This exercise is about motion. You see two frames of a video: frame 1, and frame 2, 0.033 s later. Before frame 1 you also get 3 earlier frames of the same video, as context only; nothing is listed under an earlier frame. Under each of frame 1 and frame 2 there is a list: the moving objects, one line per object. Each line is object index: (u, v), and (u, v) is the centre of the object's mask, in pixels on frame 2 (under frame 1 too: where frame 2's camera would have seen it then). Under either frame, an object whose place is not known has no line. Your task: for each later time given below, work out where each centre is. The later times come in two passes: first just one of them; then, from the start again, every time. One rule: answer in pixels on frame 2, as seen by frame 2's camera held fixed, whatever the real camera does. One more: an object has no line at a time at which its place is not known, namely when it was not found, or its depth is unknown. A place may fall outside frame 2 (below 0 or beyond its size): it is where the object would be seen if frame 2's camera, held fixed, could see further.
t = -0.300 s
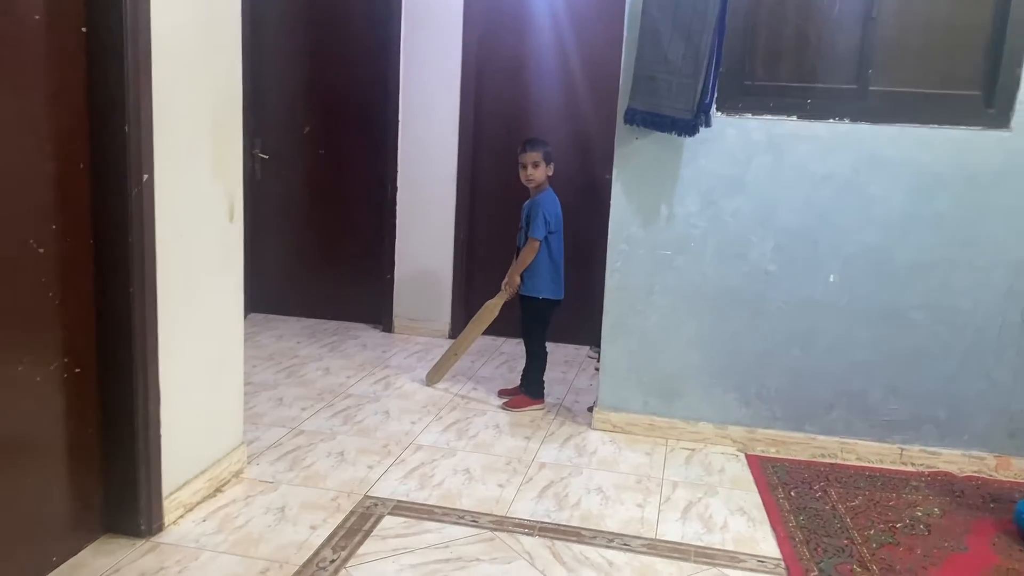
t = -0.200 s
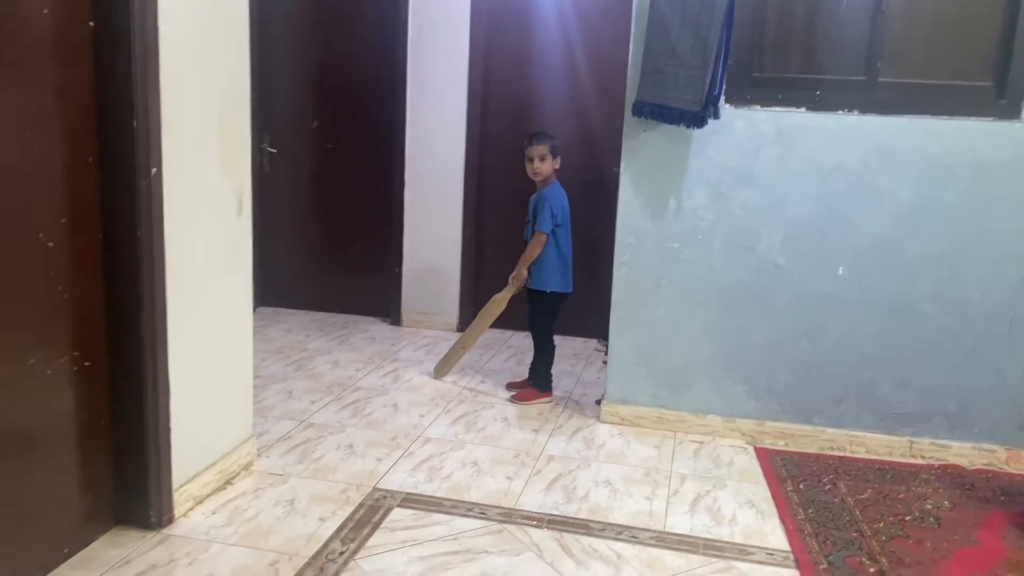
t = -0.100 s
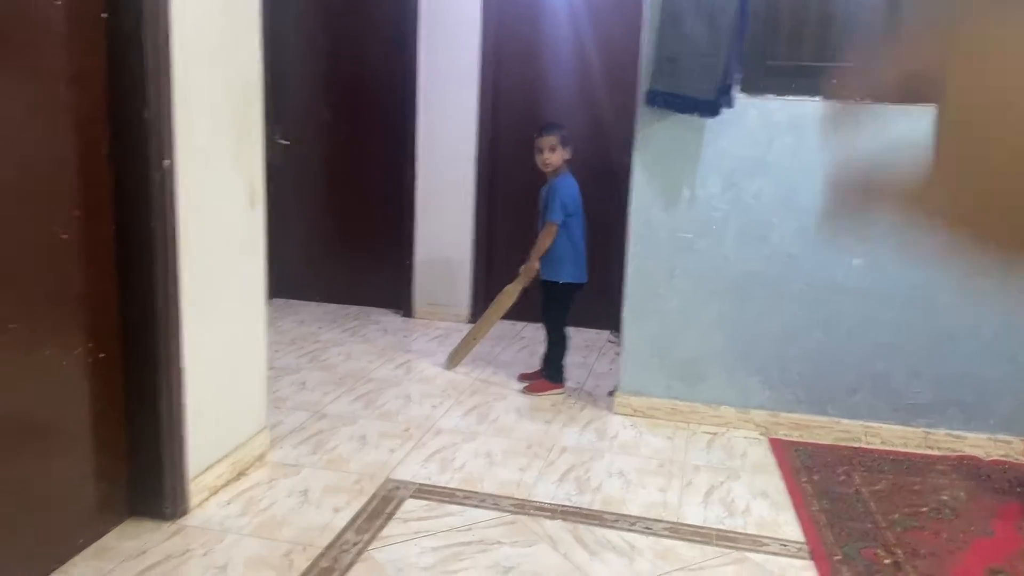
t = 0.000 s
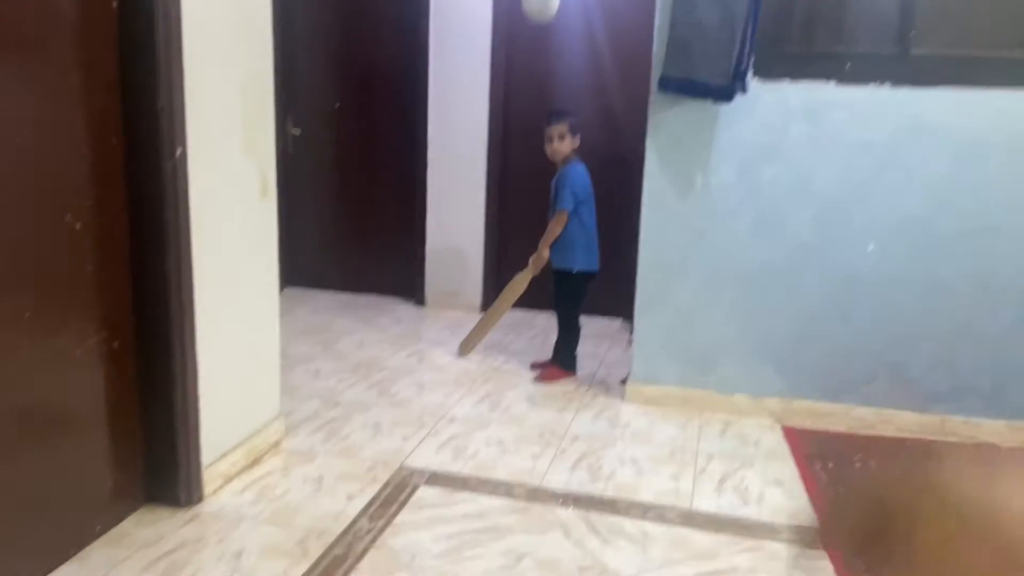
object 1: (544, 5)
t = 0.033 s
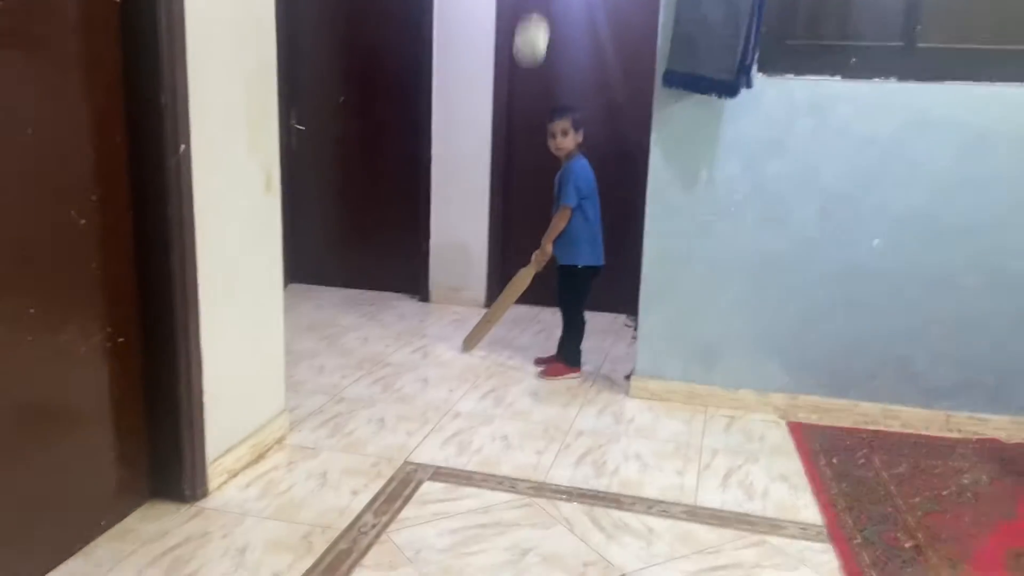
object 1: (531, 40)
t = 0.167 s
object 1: (497, 202)
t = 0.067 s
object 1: (520, 85)
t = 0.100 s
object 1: (510, 127)
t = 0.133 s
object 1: (502, 165)
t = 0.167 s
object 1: (497, 202)
